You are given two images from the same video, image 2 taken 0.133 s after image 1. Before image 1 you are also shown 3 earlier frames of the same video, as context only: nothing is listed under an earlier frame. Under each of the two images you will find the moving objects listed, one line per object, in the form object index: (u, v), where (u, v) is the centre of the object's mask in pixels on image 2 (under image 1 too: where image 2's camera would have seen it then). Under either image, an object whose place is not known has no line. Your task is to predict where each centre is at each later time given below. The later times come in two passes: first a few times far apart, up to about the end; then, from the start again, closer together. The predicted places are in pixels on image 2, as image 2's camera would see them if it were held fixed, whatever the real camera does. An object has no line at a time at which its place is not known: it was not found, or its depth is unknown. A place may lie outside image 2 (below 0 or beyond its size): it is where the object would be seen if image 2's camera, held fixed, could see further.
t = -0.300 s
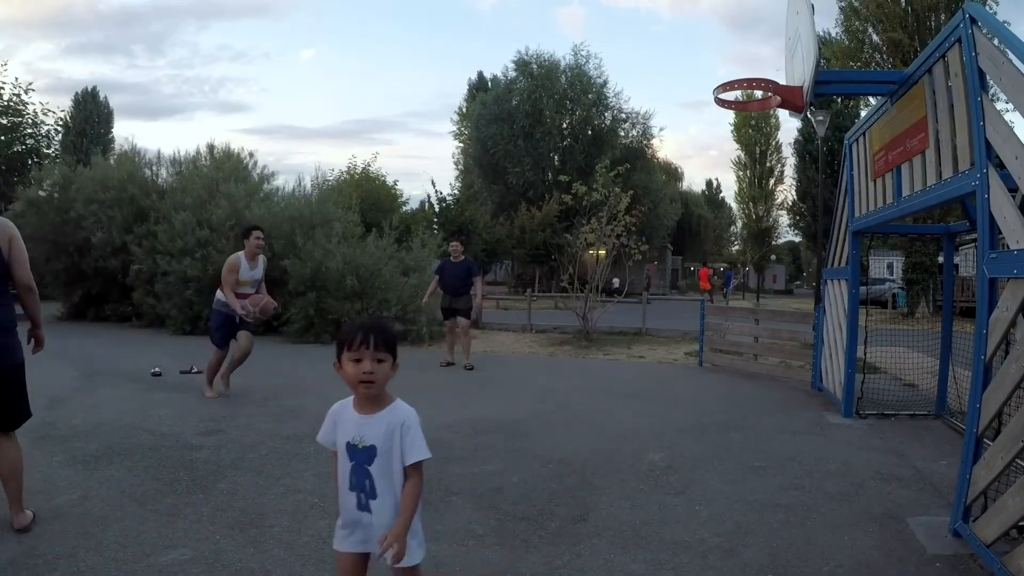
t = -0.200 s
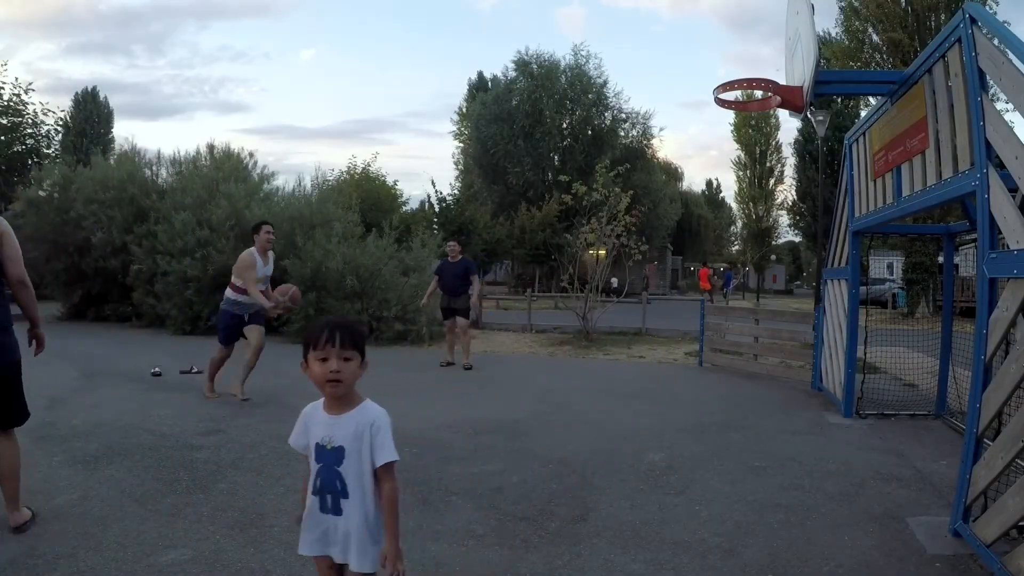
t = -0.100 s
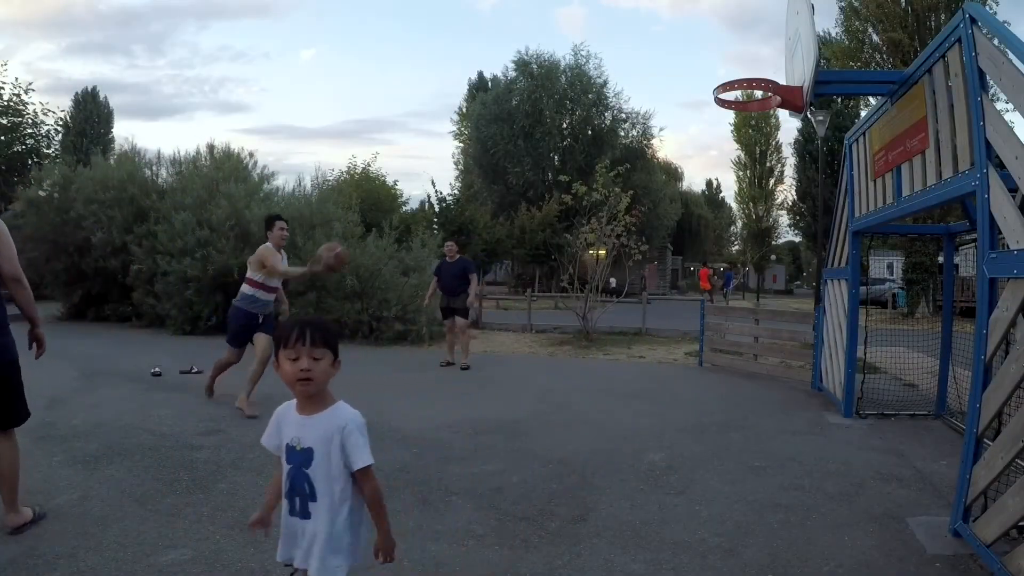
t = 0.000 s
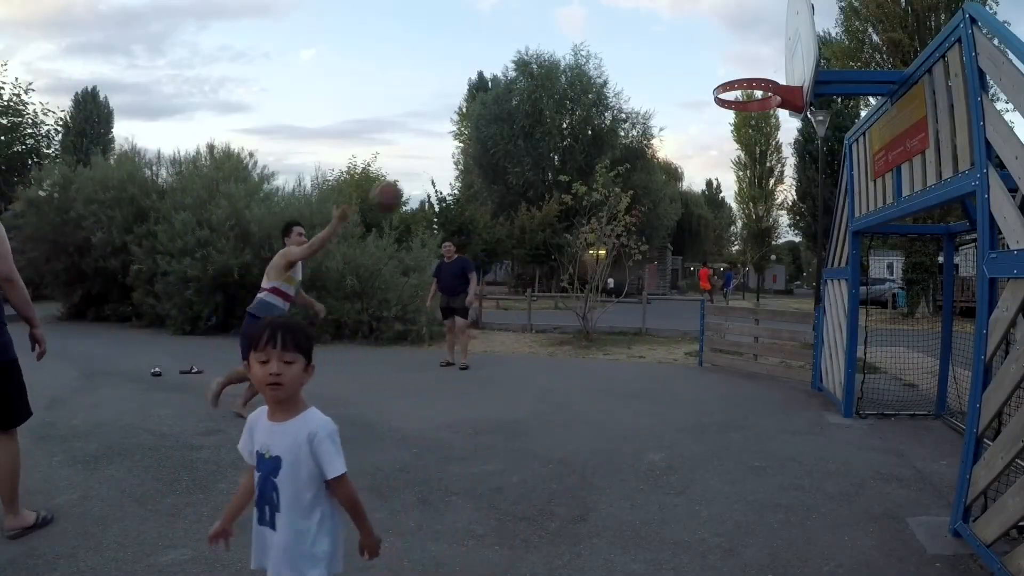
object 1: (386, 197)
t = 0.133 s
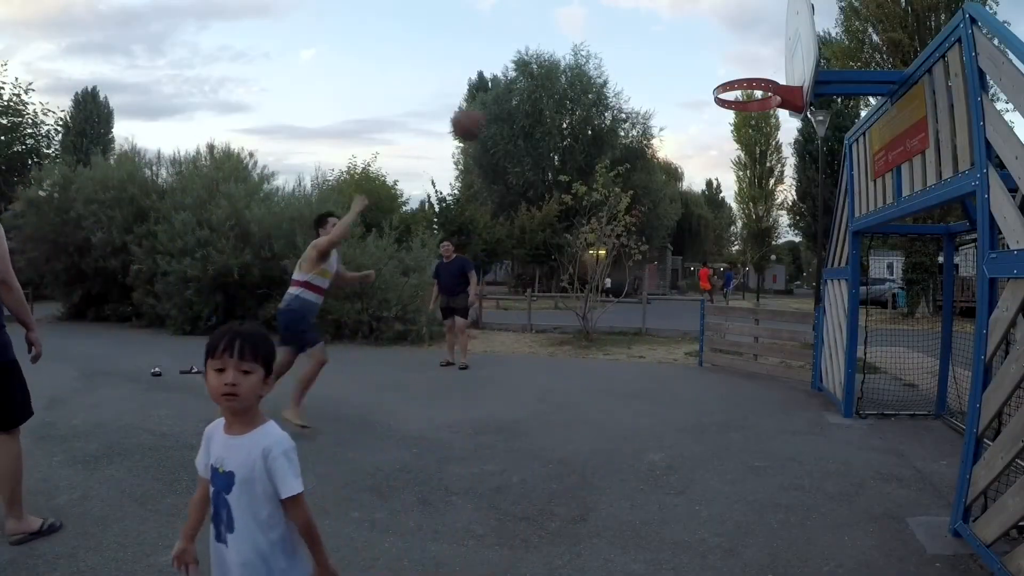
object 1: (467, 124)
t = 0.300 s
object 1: (576, 69)
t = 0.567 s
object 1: (758, 63)
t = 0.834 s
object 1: (705, 52)
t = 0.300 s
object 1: (576, 69)
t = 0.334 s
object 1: (599, 63)
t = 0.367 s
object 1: (622, 58)
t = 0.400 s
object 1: (644, 55)
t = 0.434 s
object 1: (667, 54)
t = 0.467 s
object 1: (690, 54)
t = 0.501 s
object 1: (713, 57)
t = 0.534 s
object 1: (737, 61)
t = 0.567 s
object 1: (758, 63)
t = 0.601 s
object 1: (773, 60)
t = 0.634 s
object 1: (783, 56)
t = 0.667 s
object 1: (769, 52)
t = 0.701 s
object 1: (755, 49)
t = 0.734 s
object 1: (743, 48)
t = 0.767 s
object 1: (730, 48)
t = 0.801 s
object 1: (717, 49)
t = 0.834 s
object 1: (705, 52)
